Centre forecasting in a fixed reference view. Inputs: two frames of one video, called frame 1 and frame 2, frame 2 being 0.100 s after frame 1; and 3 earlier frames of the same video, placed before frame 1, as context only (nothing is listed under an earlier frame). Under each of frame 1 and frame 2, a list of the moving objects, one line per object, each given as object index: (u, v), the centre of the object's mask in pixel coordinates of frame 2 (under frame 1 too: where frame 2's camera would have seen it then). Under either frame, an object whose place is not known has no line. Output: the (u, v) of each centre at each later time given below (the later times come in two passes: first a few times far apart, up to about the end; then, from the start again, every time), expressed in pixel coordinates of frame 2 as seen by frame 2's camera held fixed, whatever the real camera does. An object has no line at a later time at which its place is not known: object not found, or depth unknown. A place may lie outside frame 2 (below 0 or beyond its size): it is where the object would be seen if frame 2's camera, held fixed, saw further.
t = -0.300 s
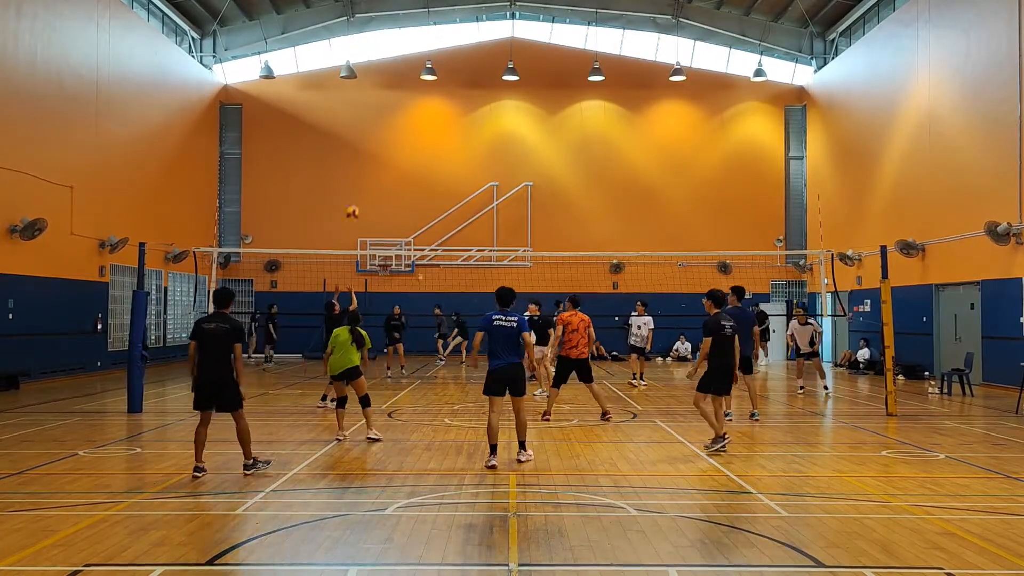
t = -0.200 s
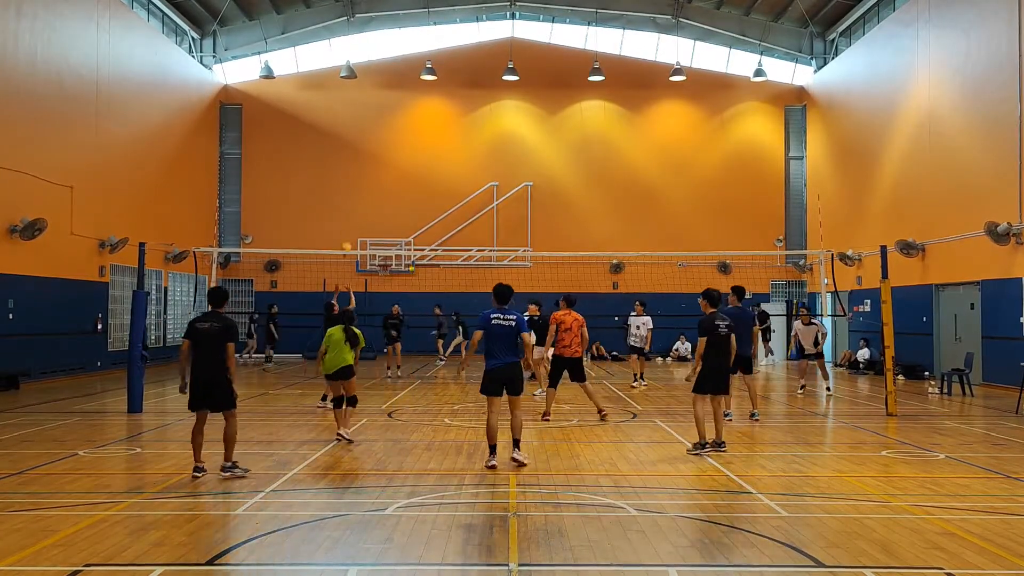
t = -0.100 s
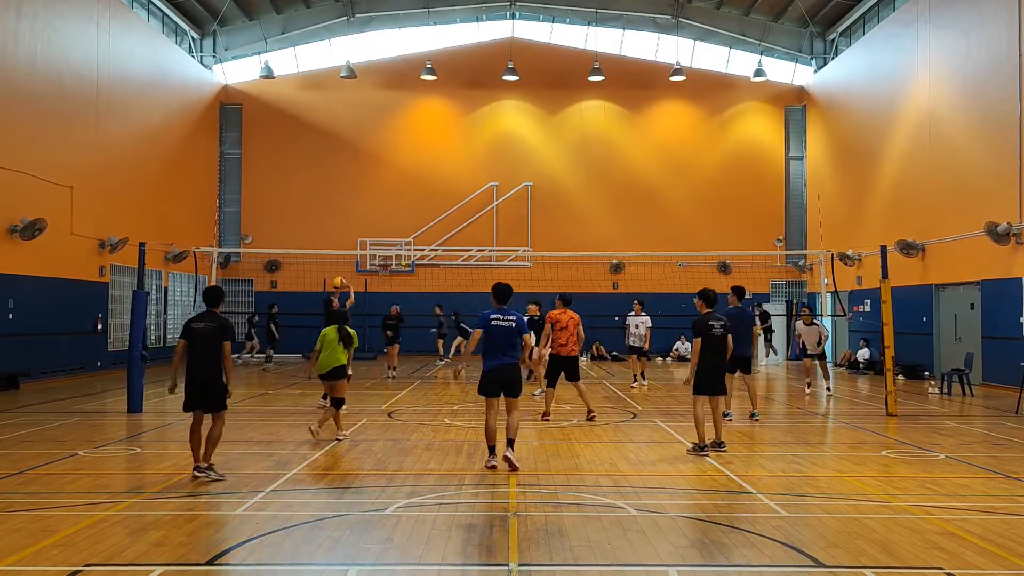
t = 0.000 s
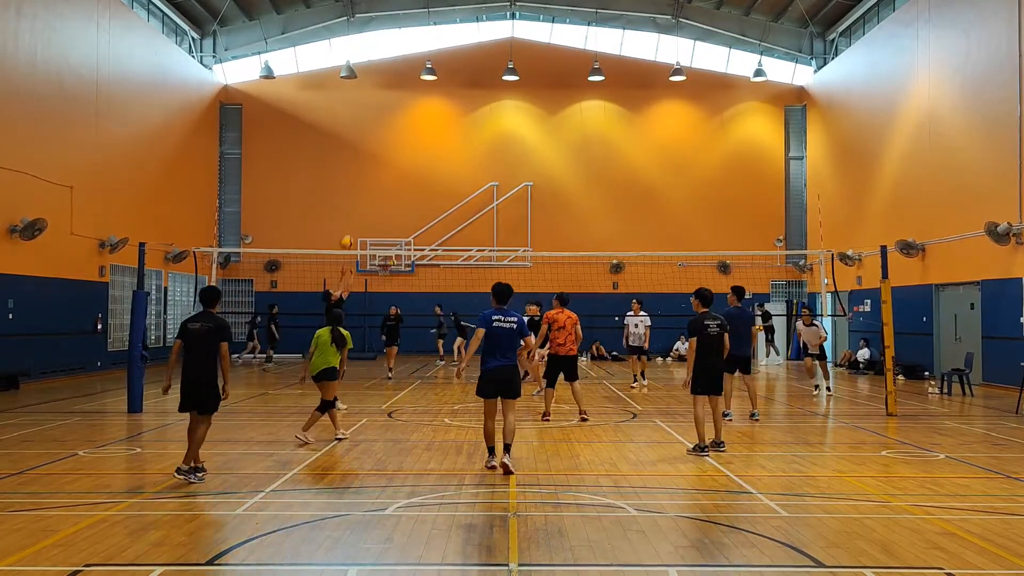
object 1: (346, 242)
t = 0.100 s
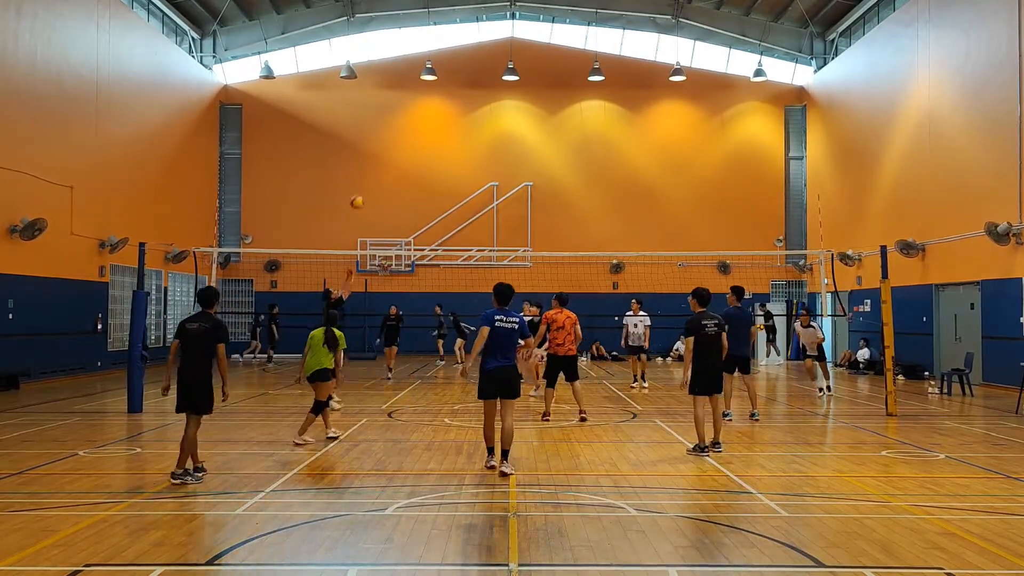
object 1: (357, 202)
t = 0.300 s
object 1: (376, 142)
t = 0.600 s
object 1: (406, 100)
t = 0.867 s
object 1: (431, 111)
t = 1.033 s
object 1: (446, 139)
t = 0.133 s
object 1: (360, 191)
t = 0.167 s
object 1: (364, 179)
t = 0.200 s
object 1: (368, 169)
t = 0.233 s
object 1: (370, 159)
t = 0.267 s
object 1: (373, 150)
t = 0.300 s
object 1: (376, 142)
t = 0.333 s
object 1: (380, 134)
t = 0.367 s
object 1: (383, 128)
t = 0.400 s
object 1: (387, 122)
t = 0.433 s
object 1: (391, 117)
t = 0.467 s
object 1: (394, 112)
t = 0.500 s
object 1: (397, 108)
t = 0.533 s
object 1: (400, 105)
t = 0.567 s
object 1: (403, 102)
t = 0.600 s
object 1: (406, 100)
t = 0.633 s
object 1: (409, 99)
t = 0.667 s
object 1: (412, 99)
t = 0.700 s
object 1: (415, 99)
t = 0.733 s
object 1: (419, 100)
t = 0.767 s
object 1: (421, 101)
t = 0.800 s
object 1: (425, 104)
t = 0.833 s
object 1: (428, 108)
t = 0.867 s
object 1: (431, 111)
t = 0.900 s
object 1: (434, 115)
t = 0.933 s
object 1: (437, 120)
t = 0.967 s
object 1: (440, 126)
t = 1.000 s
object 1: (443, 132)
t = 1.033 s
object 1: (446, 139)
